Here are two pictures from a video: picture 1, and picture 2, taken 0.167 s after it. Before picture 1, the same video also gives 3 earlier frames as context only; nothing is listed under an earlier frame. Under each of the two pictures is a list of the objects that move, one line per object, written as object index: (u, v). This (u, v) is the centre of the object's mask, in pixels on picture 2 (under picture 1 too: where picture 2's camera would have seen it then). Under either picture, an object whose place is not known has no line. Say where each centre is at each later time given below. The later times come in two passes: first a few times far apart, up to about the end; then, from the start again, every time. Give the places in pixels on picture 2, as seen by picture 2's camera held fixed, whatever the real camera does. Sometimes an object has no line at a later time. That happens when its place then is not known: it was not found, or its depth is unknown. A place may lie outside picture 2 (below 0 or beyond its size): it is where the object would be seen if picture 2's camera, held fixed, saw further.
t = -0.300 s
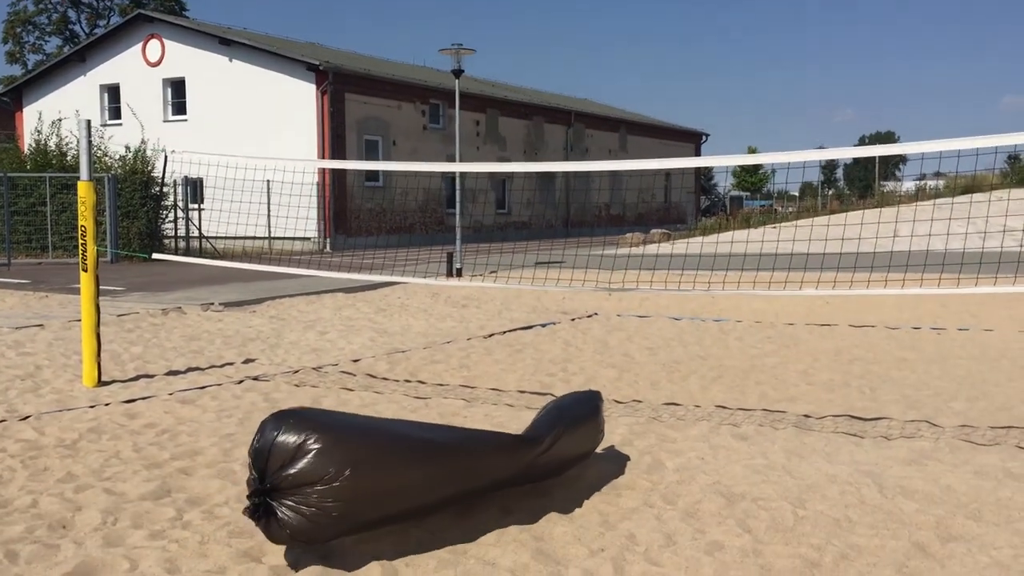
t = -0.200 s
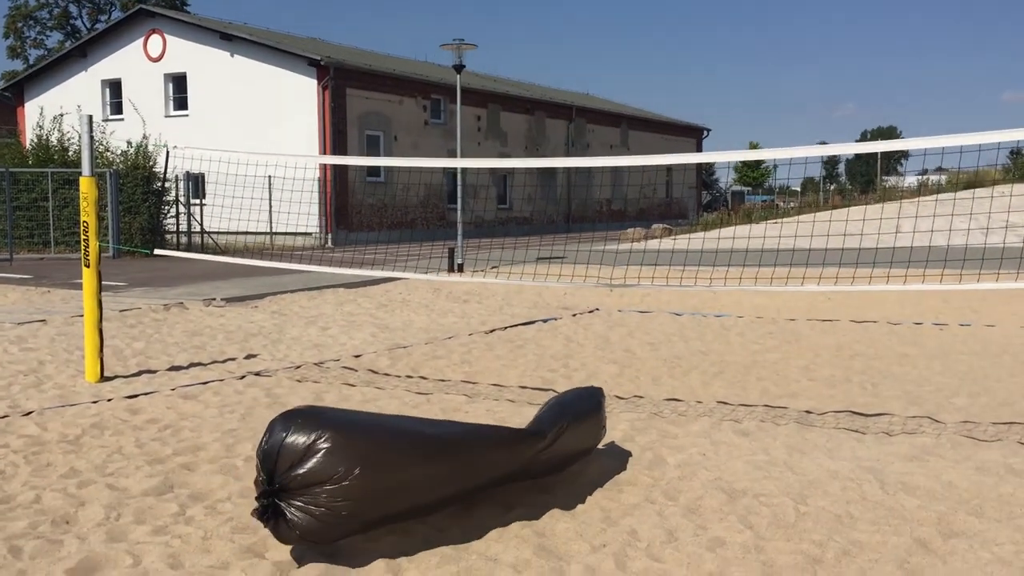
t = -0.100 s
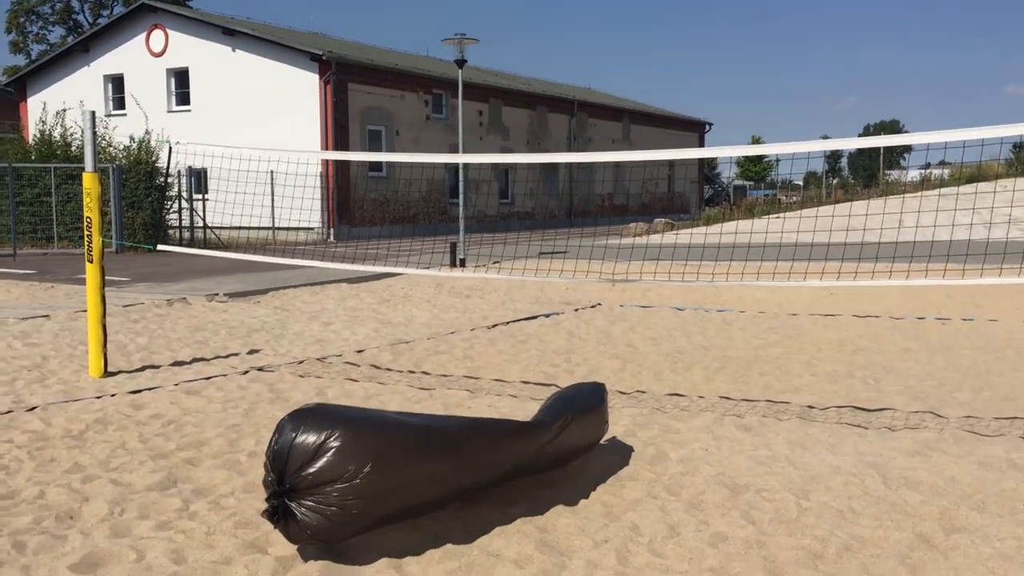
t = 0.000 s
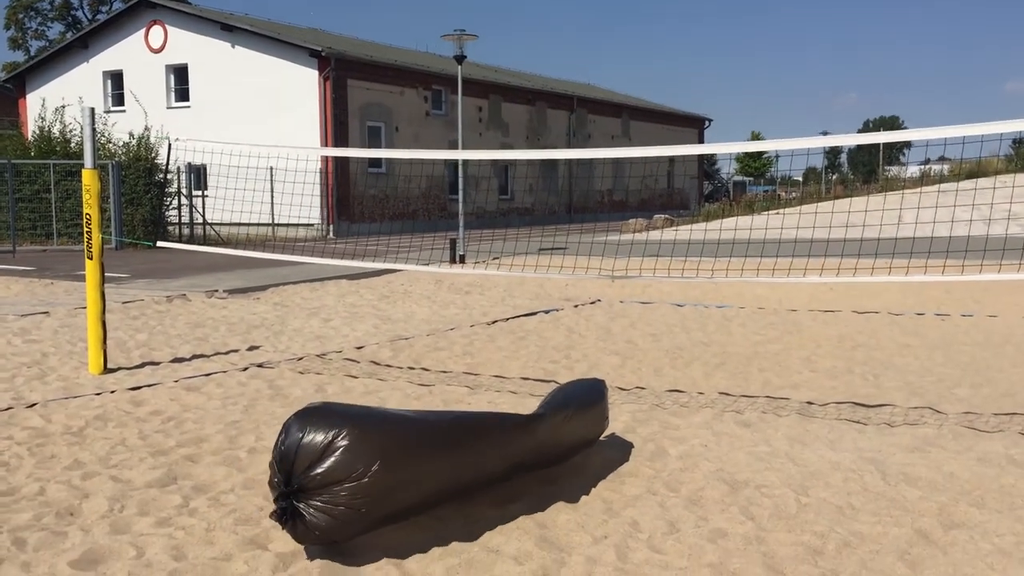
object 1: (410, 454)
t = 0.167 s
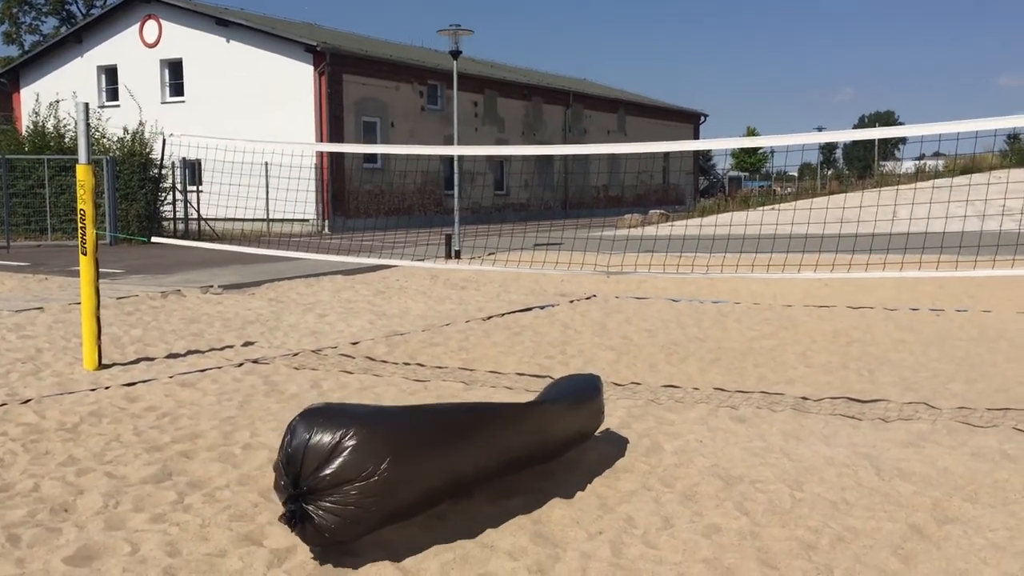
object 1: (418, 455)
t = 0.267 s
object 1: (423, 454)
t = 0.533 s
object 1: (435, 451)
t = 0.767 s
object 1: (443, 445)
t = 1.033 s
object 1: (452, 436)
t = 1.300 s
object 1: (459, 423)
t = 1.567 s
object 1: (465, 405)
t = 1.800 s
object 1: (467, 384)
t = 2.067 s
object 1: (466, 354)
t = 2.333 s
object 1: (464, 323)
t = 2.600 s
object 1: (468, 299)
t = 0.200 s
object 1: (419, 455)
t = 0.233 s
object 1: (421, 455)
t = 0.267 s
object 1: (423, 454)
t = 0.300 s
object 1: (425, 454)
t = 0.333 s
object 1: (426, 453)
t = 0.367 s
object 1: (428, 453)
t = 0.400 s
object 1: (429, 453)
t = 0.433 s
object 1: (431, 452)
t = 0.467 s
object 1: (432, 452)
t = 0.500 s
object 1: (434, 451)
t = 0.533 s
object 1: (435, 451)
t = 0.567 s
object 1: (436, 450)
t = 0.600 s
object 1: (437, 449)
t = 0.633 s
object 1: (439, 449)
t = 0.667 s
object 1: (440, 448)
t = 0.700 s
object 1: (441, 447)
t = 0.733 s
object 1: (442, 446)
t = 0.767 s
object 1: (443, 445)
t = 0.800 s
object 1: (444, 444)
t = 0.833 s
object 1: (445, 443)
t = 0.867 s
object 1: (446, 442)
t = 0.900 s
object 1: (447, 441)
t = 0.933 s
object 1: (449, 440)
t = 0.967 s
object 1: (450, 438)
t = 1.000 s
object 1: (451, 437)
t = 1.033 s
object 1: (452, 436)
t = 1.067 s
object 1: (453, 434)
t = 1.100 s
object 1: (454, 433)
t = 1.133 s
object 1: (455, 431)
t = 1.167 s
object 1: (456, 430)
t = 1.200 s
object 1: (457, 429)
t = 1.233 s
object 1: (457, 427)
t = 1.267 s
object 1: (458, 425)
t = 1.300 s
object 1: (459, 423)
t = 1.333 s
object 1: (460, 421)
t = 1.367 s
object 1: (461, 419)
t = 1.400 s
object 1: (461, 417)
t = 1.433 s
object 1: (462, 414)
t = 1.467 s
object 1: (463, 412)
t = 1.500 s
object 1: (464, 410)
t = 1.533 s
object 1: (464, 407)
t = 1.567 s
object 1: (465, 405)
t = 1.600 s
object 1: (465, 402)
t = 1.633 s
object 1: (466, 399)
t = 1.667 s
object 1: (466, 397)
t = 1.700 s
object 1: (466, 394)
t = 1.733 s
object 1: (466, 391)
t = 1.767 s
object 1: (466, 387)
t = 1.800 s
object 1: (467, 384)
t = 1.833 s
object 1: (466, 381)
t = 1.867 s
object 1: (466, 377)
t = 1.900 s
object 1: (466, 373)
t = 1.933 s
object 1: (466, 370)
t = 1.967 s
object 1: (466, 366)
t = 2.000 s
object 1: (466, 362)
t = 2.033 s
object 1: (466, 358)
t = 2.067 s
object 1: (466, 354)
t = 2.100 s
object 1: (466, 350)
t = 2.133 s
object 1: (466, 346)
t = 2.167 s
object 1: (465, 342)
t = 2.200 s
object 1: (465, 338)
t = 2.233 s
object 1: (465, 334)
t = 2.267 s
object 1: (464, 330)
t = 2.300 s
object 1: (464, 327)
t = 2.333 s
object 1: (464, 323)
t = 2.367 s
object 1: (464, 320)
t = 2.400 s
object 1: (464, 316)
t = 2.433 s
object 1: (464, 313)
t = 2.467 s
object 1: (465, 310)
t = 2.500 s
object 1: (466, 307)
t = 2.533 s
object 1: (466, 305)
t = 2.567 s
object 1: (467, 302)
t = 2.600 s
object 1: (468, 299)
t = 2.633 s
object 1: (469, 297)
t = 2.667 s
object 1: (471, 295)
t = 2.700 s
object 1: (472, 293)
